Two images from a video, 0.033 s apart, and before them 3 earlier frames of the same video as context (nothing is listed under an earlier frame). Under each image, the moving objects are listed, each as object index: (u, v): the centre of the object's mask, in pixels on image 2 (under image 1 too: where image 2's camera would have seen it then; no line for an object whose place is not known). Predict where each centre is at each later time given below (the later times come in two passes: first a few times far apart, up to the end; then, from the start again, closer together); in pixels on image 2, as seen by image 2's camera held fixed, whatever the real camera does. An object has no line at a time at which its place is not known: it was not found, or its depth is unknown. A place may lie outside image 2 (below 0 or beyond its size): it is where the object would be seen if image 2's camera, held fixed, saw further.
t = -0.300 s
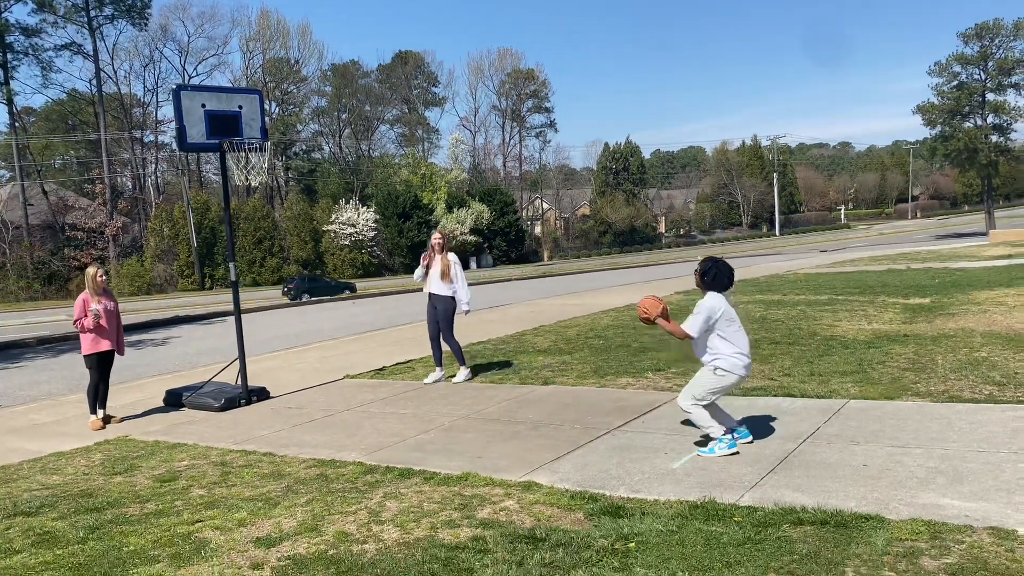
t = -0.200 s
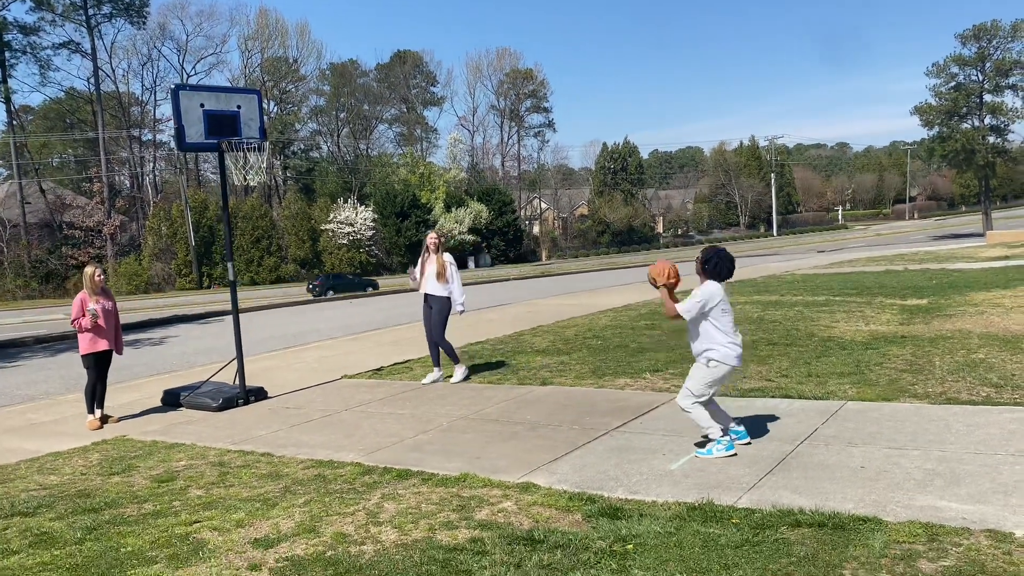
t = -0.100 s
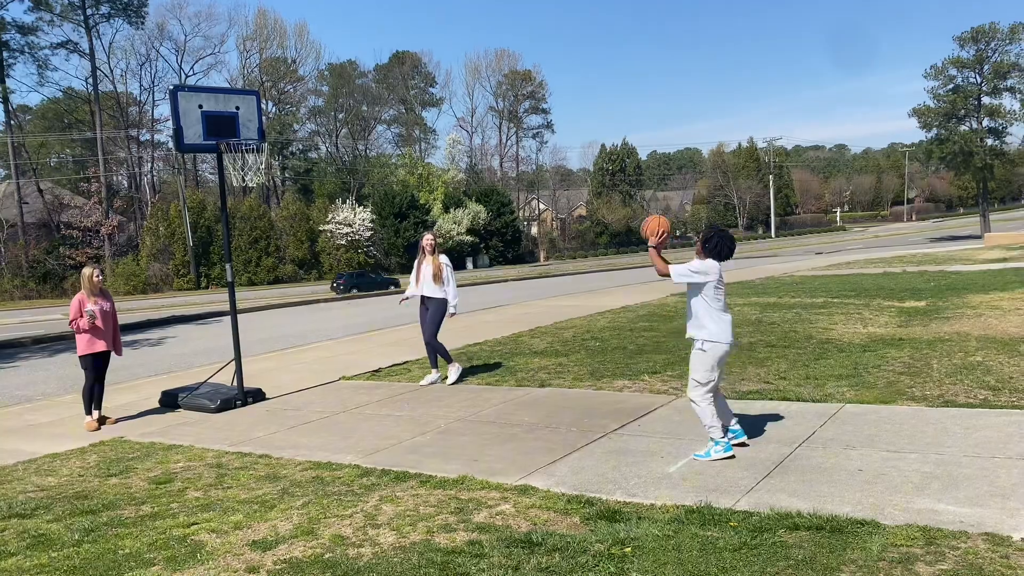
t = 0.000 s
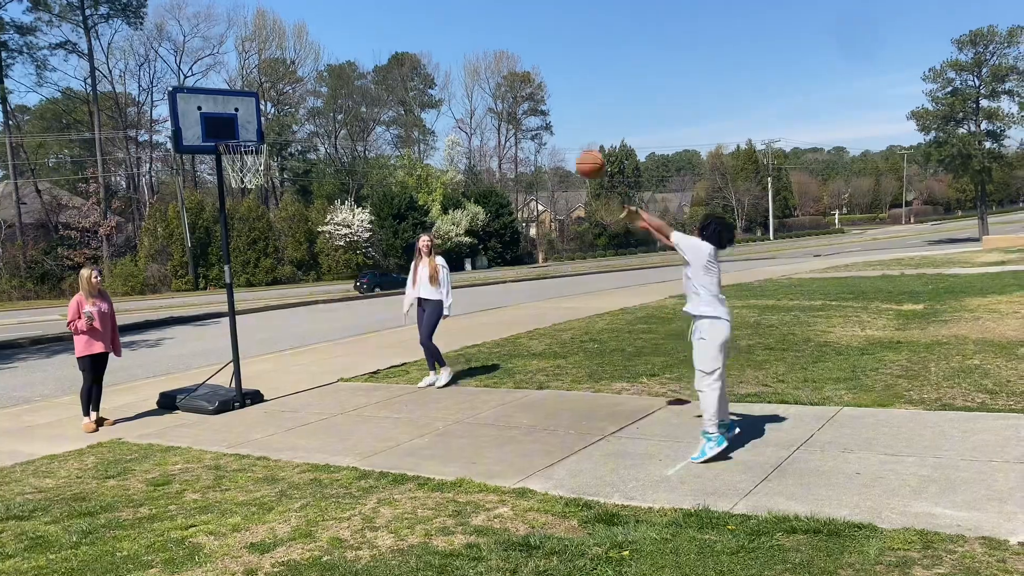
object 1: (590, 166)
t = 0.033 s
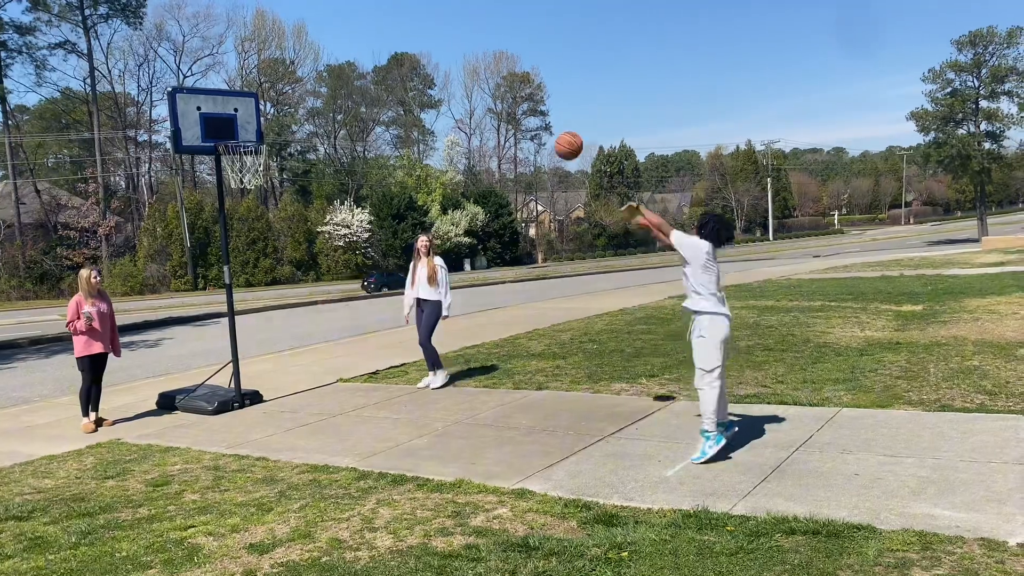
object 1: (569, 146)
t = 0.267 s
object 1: (438, 58)
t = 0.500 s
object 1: (332, 41)
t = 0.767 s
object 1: (240, 86)
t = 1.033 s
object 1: (240, 164)
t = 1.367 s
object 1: (281, 317)
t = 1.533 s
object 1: (300, 396)
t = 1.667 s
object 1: (306, 334)
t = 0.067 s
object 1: (548, 129)
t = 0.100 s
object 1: (528, 112)
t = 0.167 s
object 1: (491, 86)
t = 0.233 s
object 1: (455, 66)
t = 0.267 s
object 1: (438, 58)
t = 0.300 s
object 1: (422, 51)
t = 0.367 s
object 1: (390, 43)
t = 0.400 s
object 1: (375, 41)
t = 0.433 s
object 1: (360, 40)
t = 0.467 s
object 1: (346, 40)
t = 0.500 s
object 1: (332, 41)
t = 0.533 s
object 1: (319, 44)
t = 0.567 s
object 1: (307, 47)
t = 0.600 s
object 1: (294, 52)
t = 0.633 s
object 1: (283, 56)
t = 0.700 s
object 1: (261, 70)
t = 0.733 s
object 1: (249, 78)
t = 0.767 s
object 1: (240, 86)
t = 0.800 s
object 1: (229, 97)
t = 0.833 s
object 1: (219, 107)
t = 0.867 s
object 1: (221, 115)
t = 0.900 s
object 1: (224, 123)
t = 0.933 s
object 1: (228, 131)
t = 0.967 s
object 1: (232, 143)
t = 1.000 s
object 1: (236, 154)
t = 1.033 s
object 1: (240, 164)
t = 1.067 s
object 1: (245, 176)
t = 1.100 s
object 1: (248, 186)
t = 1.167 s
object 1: (256, 212)
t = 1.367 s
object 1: (281, 317)
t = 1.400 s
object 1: (286, 338)
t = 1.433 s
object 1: (290, 360)
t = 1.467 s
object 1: (294, 384)
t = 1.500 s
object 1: (298, 409)
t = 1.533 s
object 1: (300, 396)
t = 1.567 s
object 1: (302, 379)
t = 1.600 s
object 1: (304, 364)
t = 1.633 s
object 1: (304, 349)
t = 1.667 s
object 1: (306, 334)
